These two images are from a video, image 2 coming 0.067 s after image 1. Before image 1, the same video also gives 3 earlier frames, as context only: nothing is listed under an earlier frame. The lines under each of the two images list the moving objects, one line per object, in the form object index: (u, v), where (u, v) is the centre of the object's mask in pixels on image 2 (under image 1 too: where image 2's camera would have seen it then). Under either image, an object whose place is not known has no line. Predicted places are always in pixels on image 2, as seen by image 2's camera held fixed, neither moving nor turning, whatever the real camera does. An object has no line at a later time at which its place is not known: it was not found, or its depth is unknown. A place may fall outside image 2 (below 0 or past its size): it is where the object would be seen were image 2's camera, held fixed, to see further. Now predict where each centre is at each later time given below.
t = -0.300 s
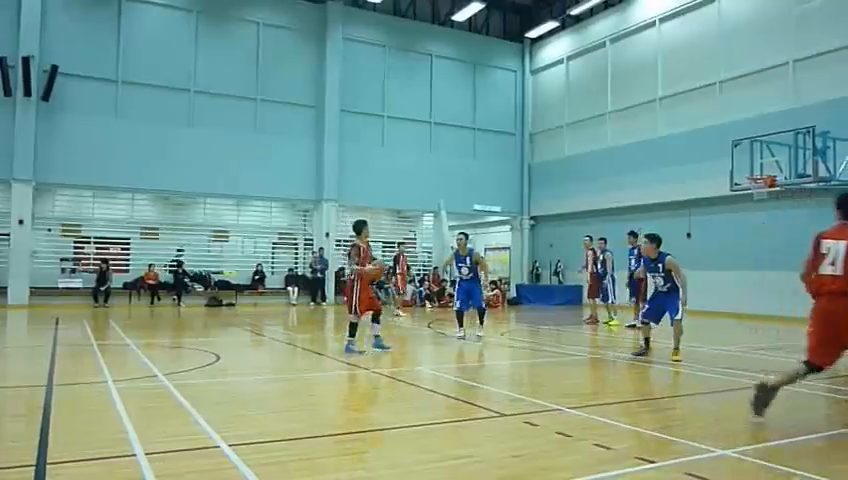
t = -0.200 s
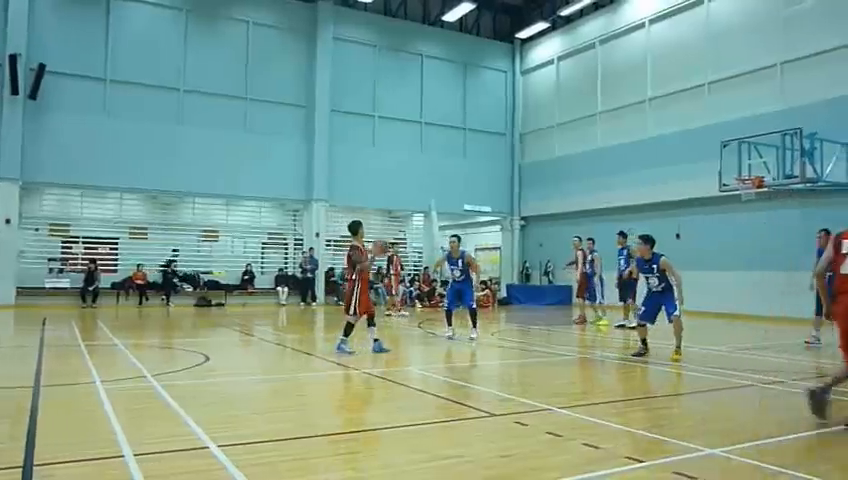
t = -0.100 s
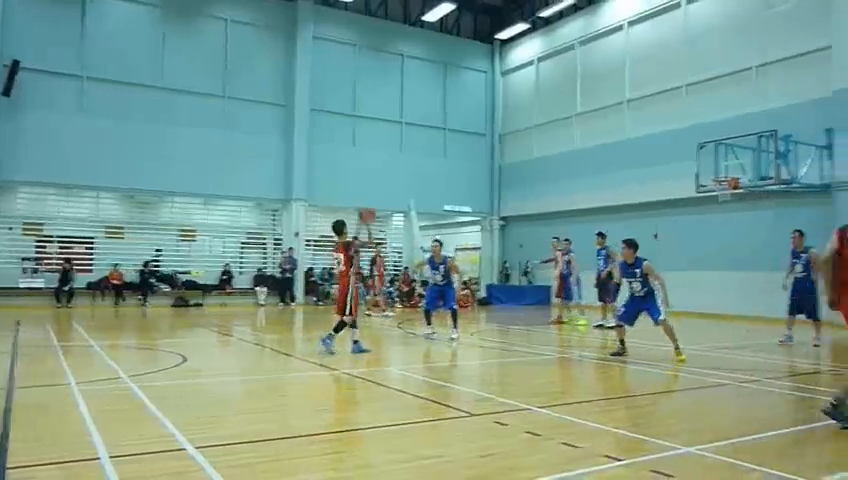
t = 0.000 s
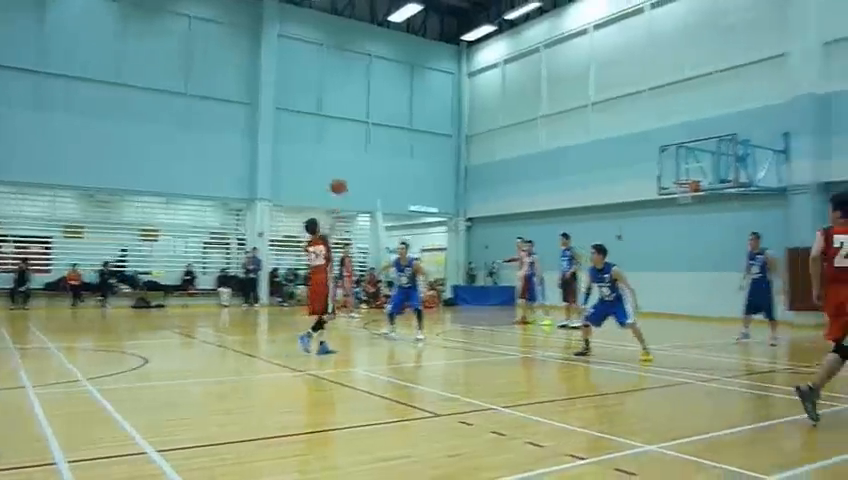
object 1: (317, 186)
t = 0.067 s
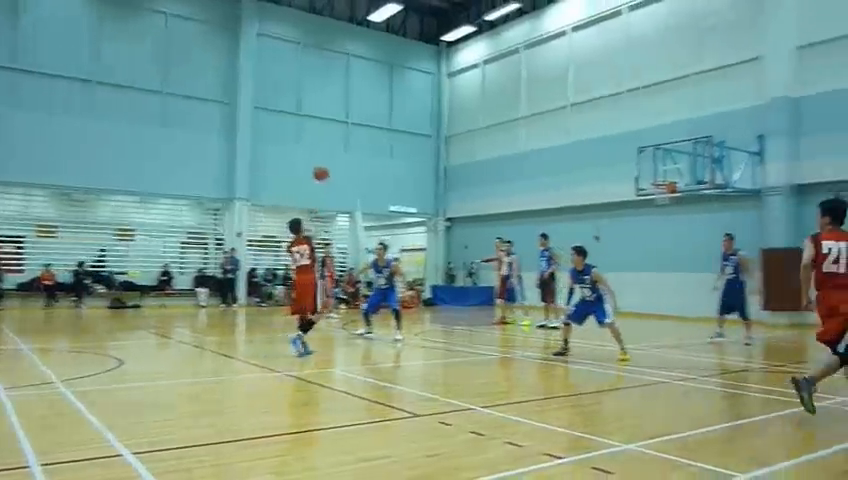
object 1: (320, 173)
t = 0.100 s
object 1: (322, 169)
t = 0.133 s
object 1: (323, 165)
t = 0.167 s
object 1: (324, 161)
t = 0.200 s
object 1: (325, 159)
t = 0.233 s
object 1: (327, 157)
